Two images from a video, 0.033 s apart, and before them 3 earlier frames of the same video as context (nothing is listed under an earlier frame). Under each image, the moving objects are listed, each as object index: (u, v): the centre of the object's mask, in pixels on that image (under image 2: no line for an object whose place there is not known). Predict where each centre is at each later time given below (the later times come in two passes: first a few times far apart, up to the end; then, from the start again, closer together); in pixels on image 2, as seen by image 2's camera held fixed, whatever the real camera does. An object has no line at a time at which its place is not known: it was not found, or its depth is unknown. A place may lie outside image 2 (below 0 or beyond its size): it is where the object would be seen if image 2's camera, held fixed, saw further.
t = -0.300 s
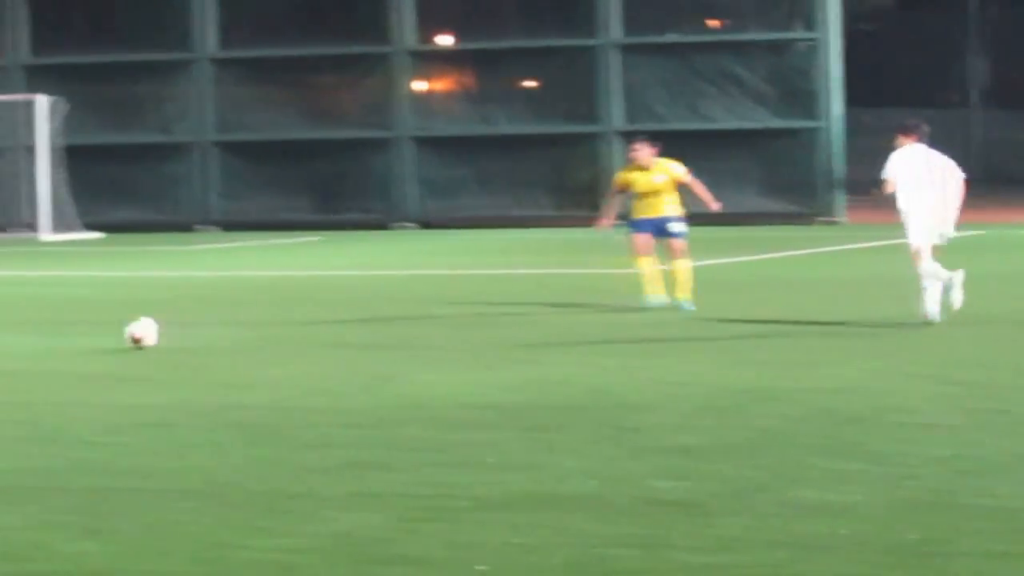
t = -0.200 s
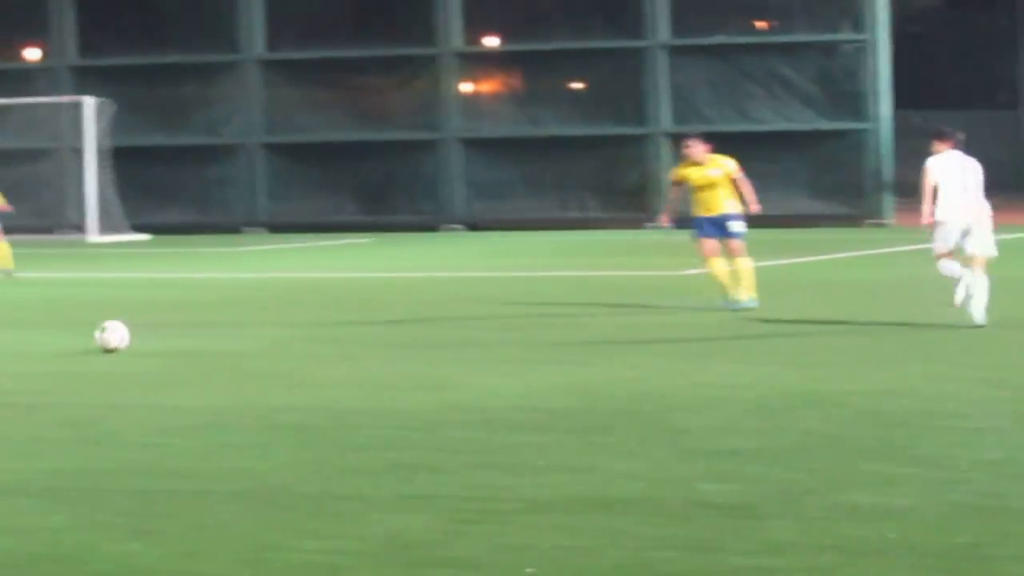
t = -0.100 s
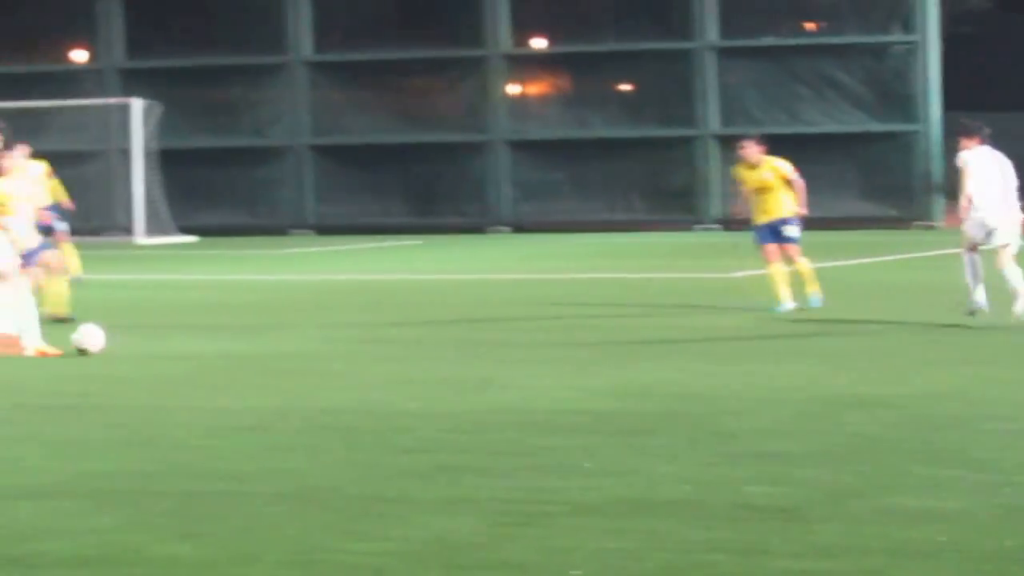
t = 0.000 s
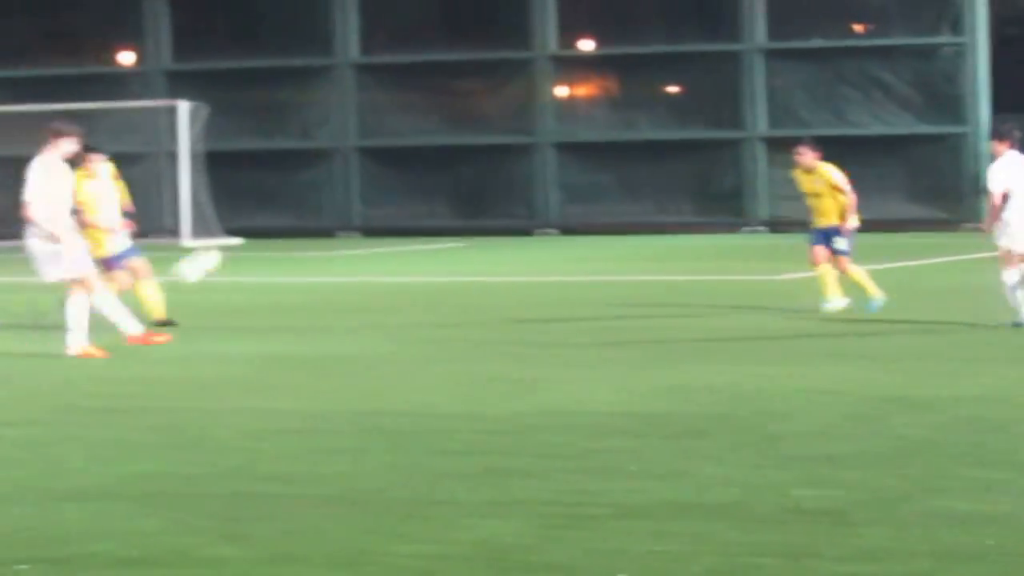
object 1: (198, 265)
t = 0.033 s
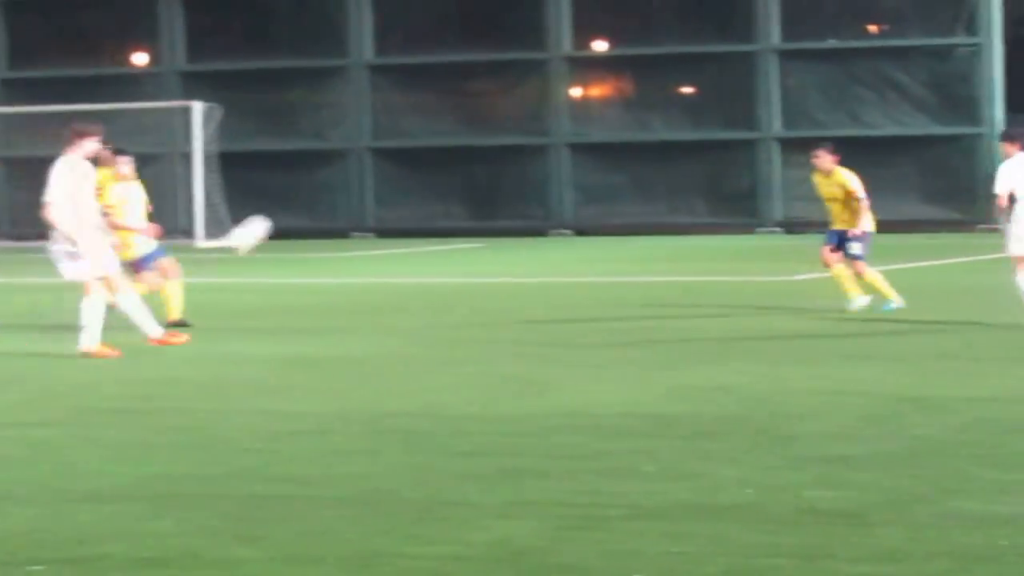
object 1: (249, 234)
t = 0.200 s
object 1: (405, 108)
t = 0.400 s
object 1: (555, 15)
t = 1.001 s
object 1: (825, 13)
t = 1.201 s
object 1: (880, 75)
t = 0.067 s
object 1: (280, 206)
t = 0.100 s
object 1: (315, 178)
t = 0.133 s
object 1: (347, 153)
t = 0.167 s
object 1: (376, 129)
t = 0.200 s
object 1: (405, 108)
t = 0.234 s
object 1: (433, 88)
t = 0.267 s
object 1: (460, 70)
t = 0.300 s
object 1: (485, 54)
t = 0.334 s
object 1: (509, 40)
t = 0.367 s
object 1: (532, 27)
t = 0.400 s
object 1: (555, 15)
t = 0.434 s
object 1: (577, 5)
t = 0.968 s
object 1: (814, 5)
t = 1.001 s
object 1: (825, 13)
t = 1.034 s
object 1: (835, 21)
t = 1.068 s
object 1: (844, 30)
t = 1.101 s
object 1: (854, 41)
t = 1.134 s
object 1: (862, 51)
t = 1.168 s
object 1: (871, 62)
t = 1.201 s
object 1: (880, 75)
